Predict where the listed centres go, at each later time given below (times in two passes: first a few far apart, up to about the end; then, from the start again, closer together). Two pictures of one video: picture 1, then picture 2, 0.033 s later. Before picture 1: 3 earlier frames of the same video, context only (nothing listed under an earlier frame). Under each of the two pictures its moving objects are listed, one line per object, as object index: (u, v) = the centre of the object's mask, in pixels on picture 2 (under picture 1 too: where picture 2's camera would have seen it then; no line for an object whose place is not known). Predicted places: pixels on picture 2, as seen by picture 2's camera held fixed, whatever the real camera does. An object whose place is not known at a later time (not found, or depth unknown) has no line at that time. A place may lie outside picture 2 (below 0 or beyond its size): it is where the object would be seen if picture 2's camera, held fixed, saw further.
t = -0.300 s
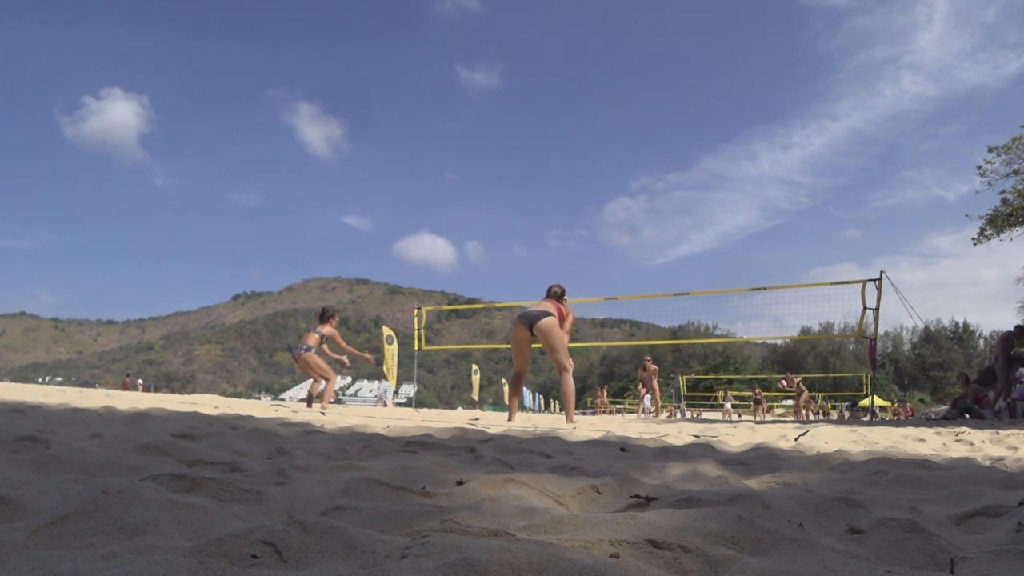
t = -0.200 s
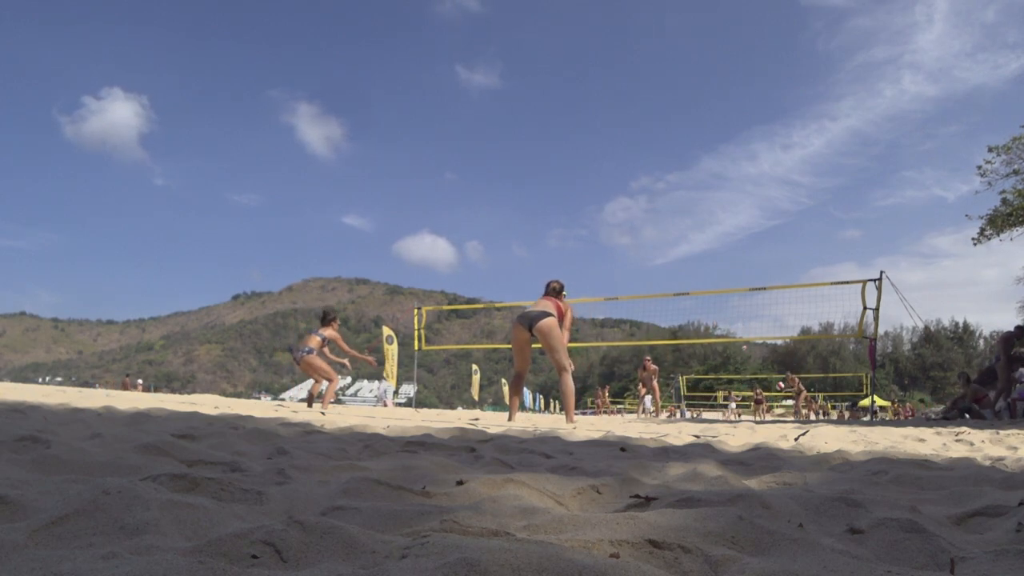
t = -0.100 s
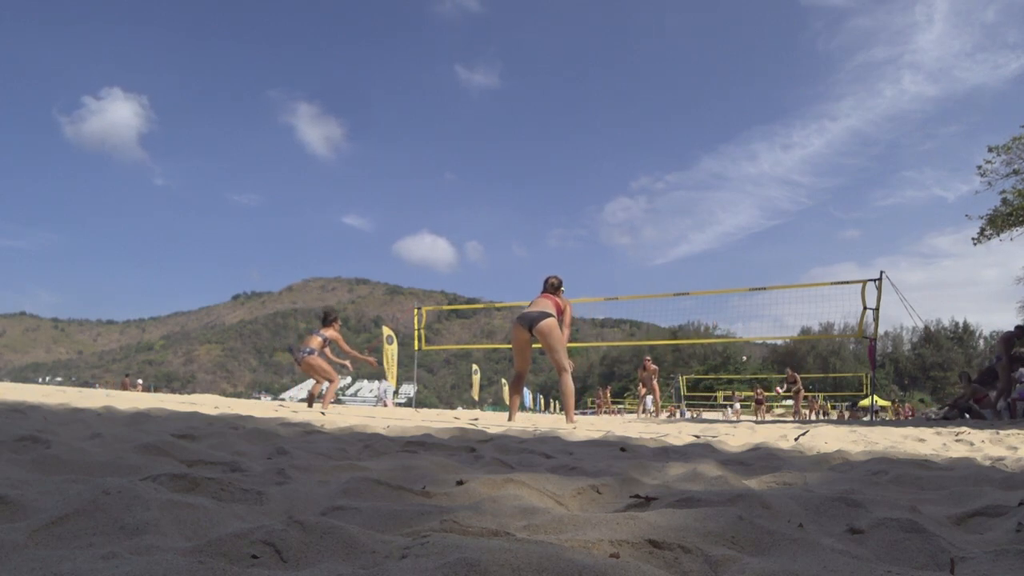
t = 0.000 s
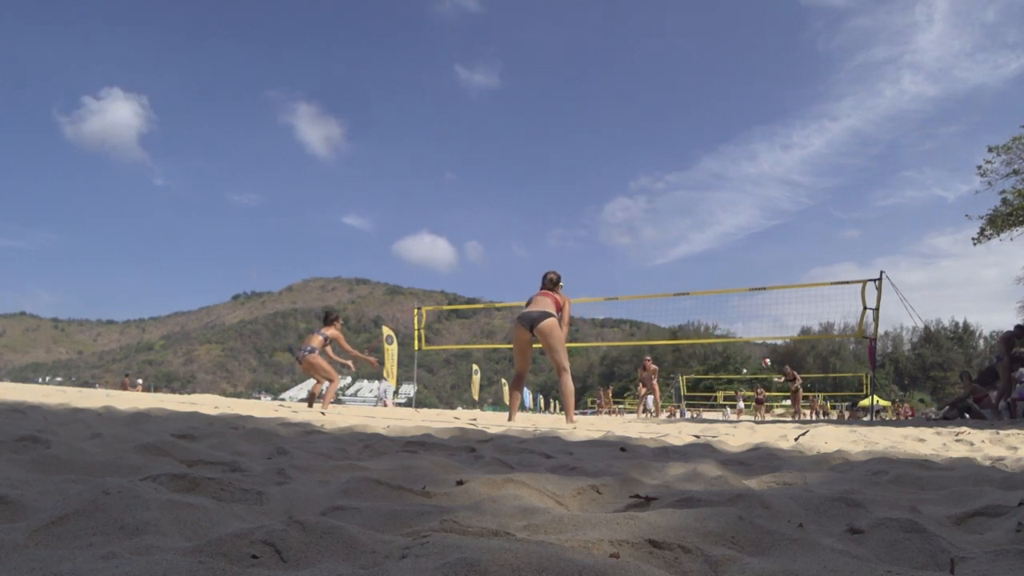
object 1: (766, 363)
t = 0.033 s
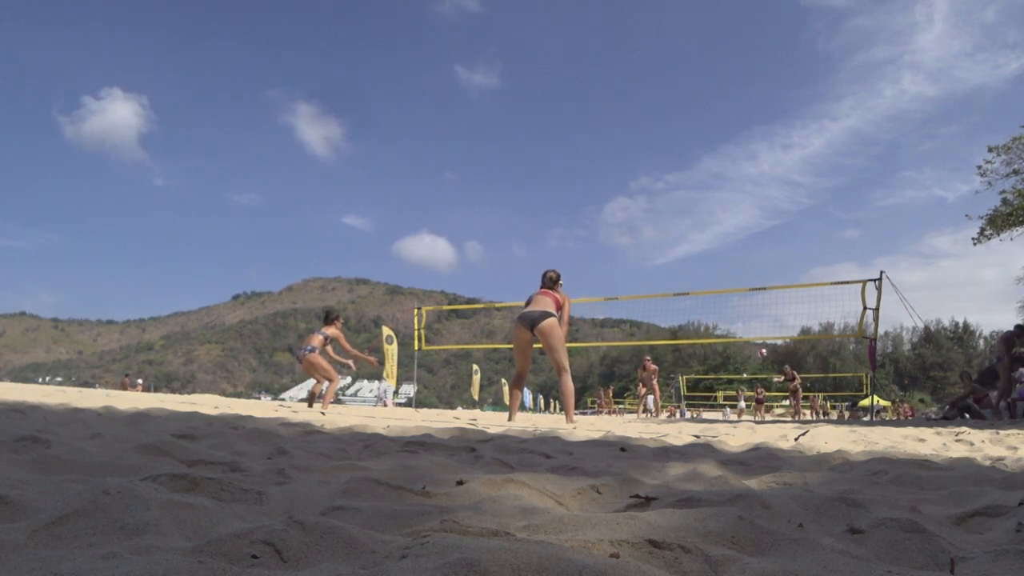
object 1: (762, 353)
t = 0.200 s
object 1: (739, 306)
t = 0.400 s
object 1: (707, 256)
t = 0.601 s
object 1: (672, 215)
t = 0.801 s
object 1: (629, 186)
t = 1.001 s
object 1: (575, 174)
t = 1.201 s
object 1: (507, 184)
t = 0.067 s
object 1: (758, 343)
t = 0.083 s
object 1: (756, 337)
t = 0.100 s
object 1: (753, 333)
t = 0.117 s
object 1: (751, 328)
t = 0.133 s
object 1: (749, 324)
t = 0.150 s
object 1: (746, 319)
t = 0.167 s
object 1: (744, 314)
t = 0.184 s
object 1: (742, 310)
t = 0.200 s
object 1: (739, 306)
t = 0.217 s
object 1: (737, 301)
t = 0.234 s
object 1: (734, 297)
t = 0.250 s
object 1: (731, 293)
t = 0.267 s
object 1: (729, 287)
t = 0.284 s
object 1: (727, 284)
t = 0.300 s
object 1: (724, 280)
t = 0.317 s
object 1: (721, 276)
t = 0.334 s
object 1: (718, 272)
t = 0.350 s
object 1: (716, 268)
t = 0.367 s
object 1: (713, 264)
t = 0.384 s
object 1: (710, 260)
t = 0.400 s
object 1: (707, 256)
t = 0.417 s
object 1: (705, 252)
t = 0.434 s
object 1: (702, 248)
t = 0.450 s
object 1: (699, 245)
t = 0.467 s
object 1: (696, 241)
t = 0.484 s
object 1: (693, 238)
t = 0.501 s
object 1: (690, 234)
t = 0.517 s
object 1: (687, 231)
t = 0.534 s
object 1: (684, 228)
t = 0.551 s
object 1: (681, 224)
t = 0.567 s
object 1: (678, 221)
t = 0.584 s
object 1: (675, 218)
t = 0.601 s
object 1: (672, 215)
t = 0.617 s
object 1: (668, 212)
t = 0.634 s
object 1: (665, 209)
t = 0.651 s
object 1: (661, 206)
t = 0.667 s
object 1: (658, 204)
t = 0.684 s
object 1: (655, 201)
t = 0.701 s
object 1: (651, 199)
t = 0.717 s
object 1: (648, 196)
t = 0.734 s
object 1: (644, 194)
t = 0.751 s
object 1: (640, 192)
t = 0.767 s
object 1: (637, 190)
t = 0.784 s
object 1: (633, 188)
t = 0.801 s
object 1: (629, 186)
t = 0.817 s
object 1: (625, 184)
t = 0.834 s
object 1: (621, 183)
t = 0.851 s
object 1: (617, 181)
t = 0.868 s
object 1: (612, 180)
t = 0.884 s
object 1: (608, 179)
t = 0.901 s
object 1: (604, 177)
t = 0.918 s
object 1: (599, 177)
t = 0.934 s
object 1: (594, 176)
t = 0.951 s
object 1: (590, 175)
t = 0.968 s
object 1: (585, 174)
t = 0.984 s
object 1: (580, 173)
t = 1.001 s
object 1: (575, 174)
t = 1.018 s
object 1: (570, 173)
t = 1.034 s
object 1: (565, 173)
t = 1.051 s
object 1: (560, 173)
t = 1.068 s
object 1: (554, 174)
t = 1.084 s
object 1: (549, 174)
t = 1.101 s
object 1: (543, 175)
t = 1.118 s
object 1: (537, 176)
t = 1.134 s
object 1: (531, 177)
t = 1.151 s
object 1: (525, 178)
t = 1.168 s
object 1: (519, 180)
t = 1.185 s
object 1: (513, 182)
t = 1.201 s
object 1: (507, 184)
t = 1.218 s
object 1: (500, 186)
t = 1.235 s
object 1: (493, 189)
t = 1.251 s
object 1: (486, 192)
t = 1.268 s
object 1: (479, 195)
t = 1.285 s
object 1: (472, 198)
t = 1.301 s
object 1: (464, 202)
